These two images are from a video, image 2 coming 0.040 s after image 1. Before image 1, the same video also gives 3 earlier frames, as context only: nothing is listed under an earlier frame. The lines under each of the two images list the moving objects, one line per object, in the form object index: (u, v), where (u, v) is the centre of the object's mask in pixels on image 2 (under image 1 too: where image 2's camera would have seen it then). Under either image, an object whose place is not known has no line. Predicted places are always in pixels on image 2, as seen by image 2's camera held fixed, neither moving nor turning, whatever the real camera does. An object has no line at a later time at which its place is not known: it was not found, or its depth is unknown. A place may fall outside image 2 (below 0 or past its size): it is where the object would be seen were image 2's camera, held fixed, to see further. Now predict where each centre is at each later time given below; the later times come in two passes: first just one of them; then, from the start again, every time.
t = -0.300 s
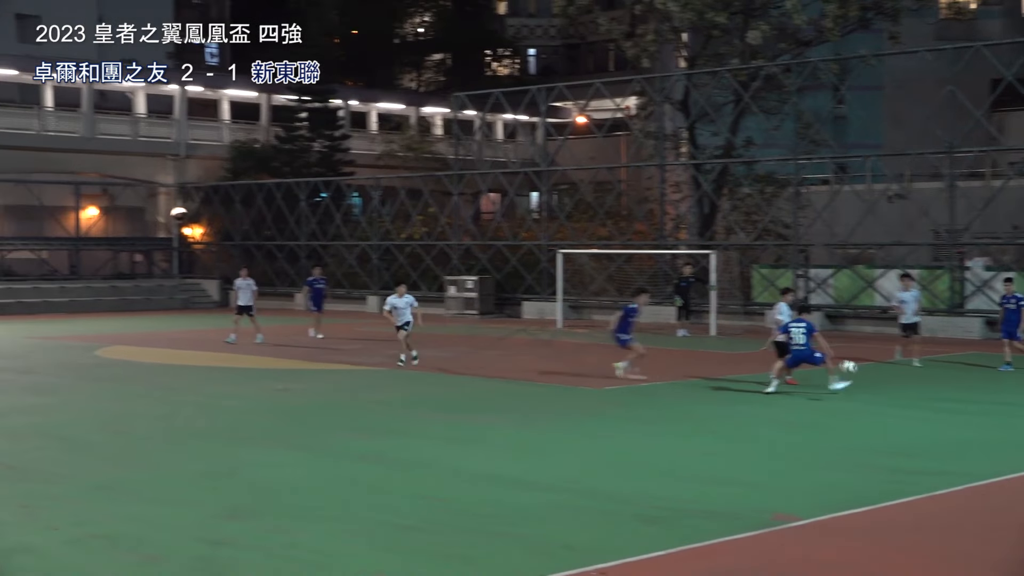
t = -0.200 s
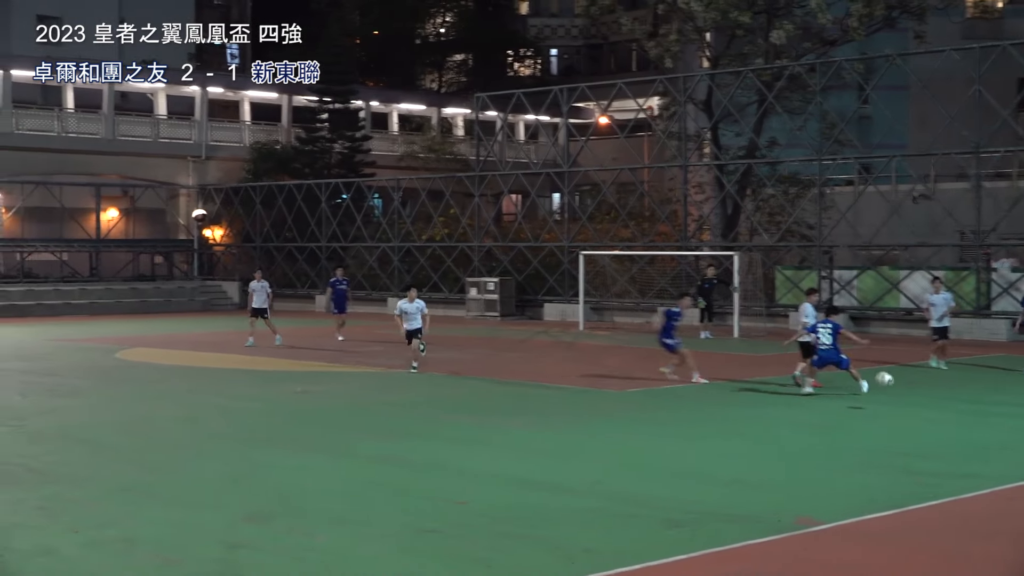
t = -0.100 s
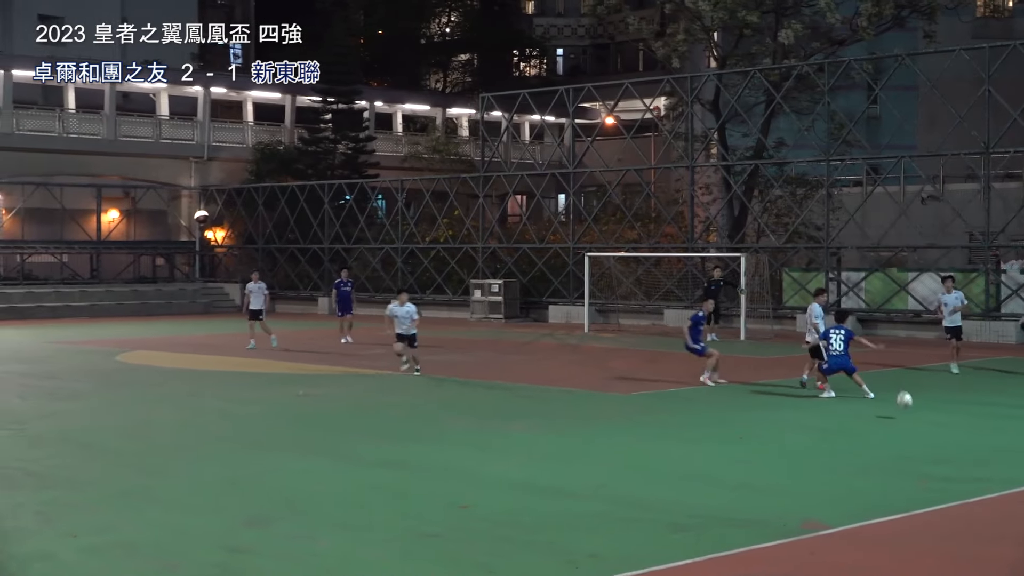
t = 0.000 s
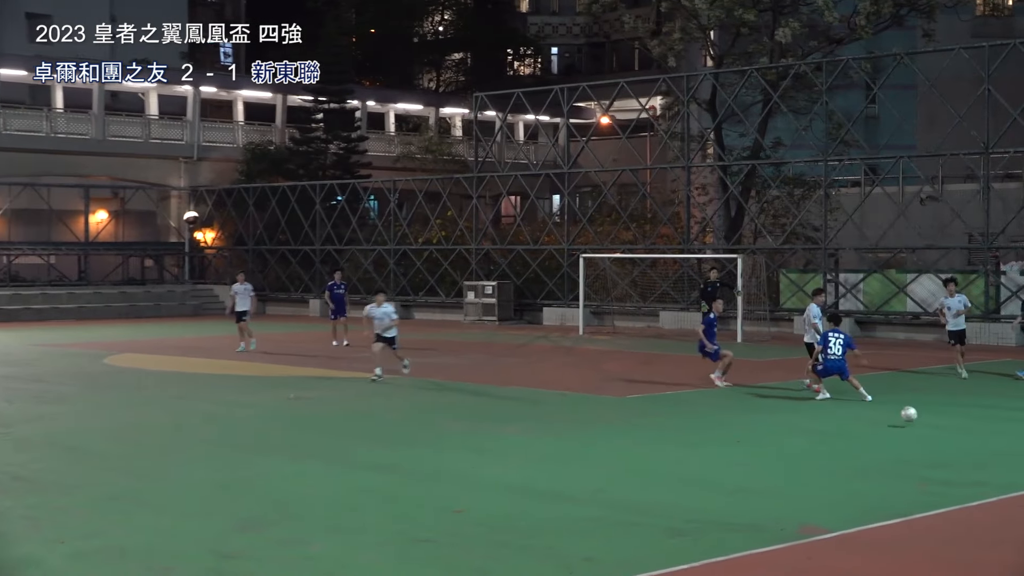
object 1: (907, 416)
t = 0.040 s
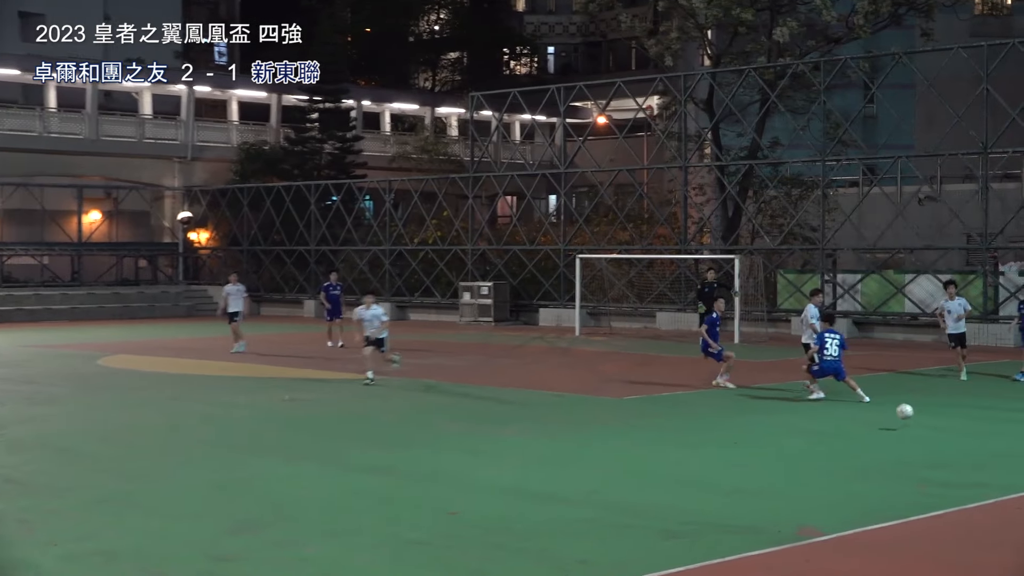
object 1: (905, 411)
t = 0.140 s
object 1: (899, 405)
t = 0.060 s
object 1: (904, 409)
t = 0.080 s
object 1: (903, 408)
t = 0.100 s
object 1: (901, 407)
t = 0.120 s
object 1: (900, 405)
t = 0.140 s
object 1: (899, 405)
